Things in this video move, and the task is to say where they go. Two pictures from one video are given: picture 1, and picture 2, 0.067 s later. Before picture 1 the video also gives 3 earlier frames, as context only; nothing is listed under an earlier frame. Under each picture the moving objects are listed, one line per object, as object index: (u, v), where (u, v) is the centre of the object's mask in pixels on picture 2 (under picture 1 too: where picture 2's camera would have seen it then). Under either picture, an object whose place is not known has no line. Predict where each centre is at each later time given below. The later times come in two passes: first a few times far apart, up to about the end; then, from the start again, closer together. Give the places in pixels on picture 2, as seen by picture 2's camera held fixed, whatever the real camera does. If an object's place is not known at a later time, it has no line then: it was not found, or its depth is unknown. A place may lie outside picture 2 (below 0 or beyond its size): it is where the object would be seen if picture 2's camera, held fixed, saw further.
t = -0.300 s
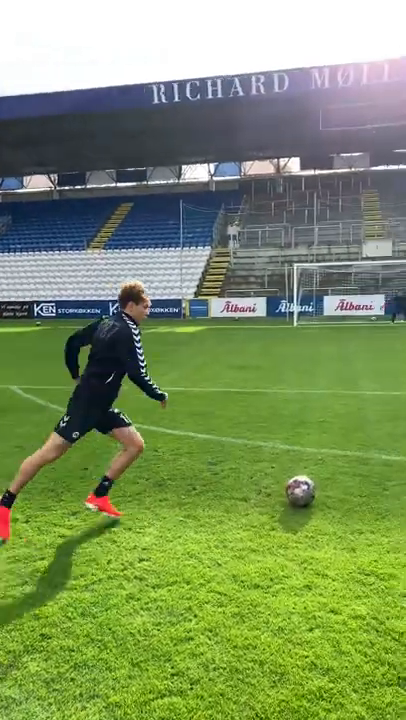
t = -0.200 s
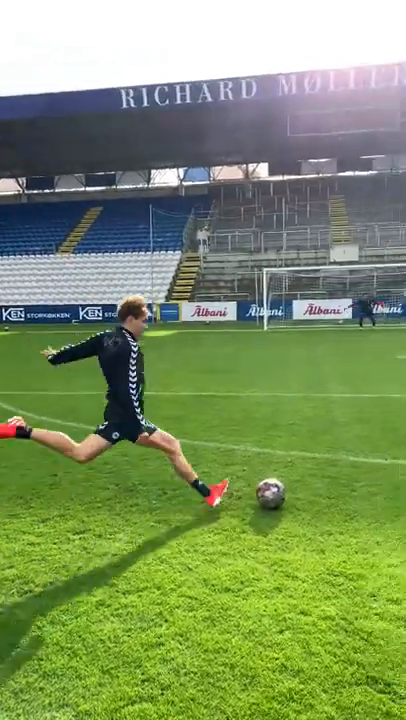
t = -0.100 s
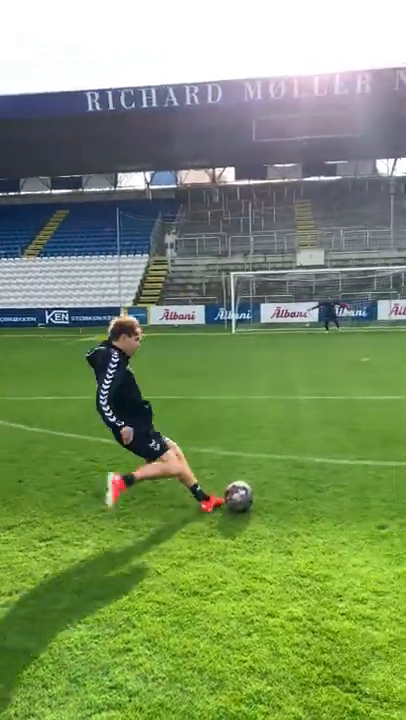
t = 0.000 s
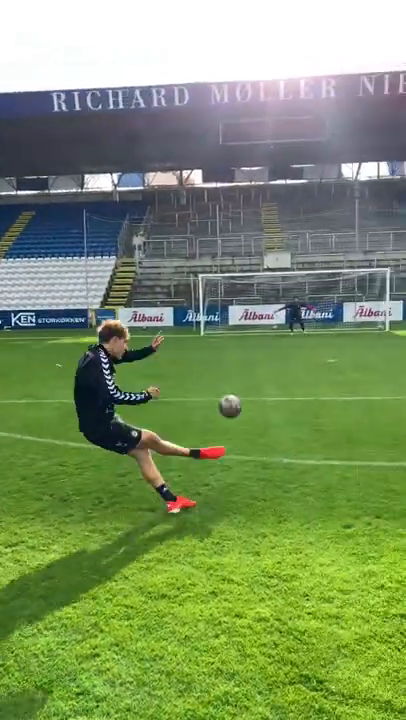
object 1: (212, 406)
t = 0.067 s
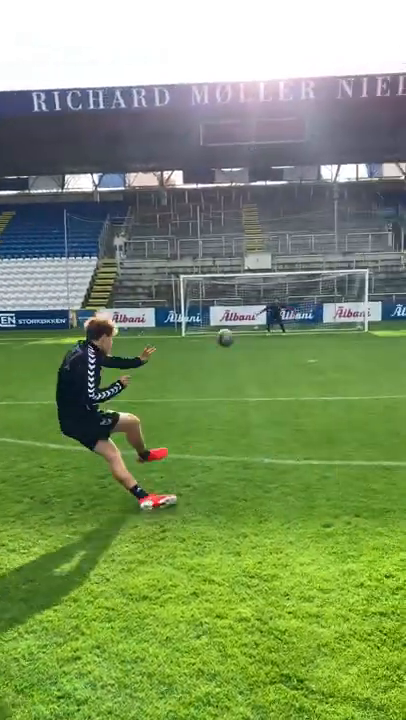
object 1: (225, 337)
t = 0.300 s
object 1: (222, 260)
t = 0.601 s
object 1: (202, 263)
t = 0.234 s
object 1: (226, 269)
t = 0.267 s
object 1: (223, 264)
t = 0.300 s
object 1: (222, 260)
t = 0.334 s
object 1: (220, 258)
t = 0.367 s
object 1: (217, 256)
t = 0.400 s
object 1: (216, 255)
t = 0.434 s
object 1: (213, 255)
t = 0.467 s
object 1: (212, 256)
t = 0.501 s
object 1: (209, 257)
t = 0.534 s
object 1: (207, 260)
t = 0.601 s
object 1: (202, 263)
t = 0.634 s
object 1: (203, 263)
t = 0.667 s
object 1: (198, 266)
